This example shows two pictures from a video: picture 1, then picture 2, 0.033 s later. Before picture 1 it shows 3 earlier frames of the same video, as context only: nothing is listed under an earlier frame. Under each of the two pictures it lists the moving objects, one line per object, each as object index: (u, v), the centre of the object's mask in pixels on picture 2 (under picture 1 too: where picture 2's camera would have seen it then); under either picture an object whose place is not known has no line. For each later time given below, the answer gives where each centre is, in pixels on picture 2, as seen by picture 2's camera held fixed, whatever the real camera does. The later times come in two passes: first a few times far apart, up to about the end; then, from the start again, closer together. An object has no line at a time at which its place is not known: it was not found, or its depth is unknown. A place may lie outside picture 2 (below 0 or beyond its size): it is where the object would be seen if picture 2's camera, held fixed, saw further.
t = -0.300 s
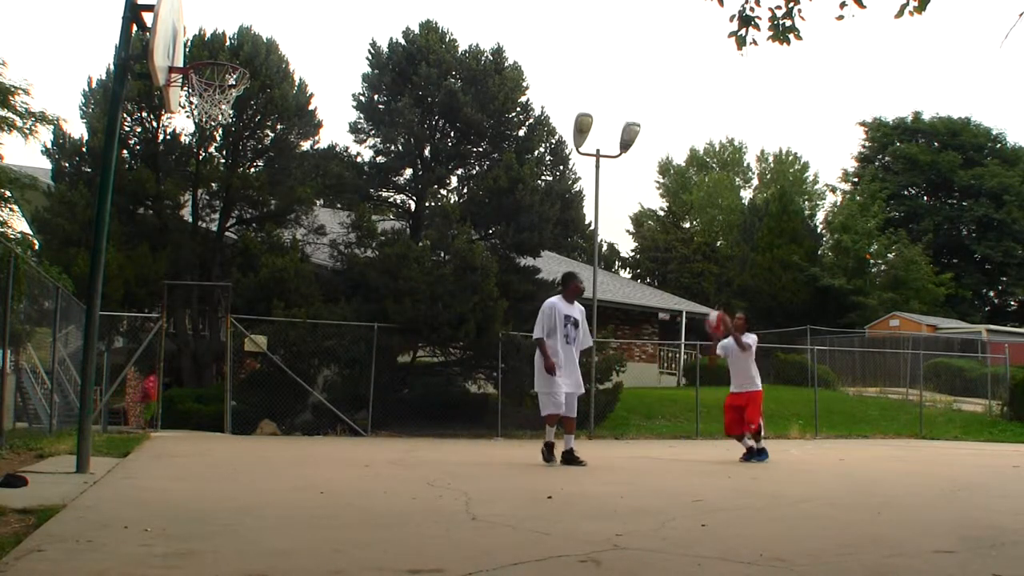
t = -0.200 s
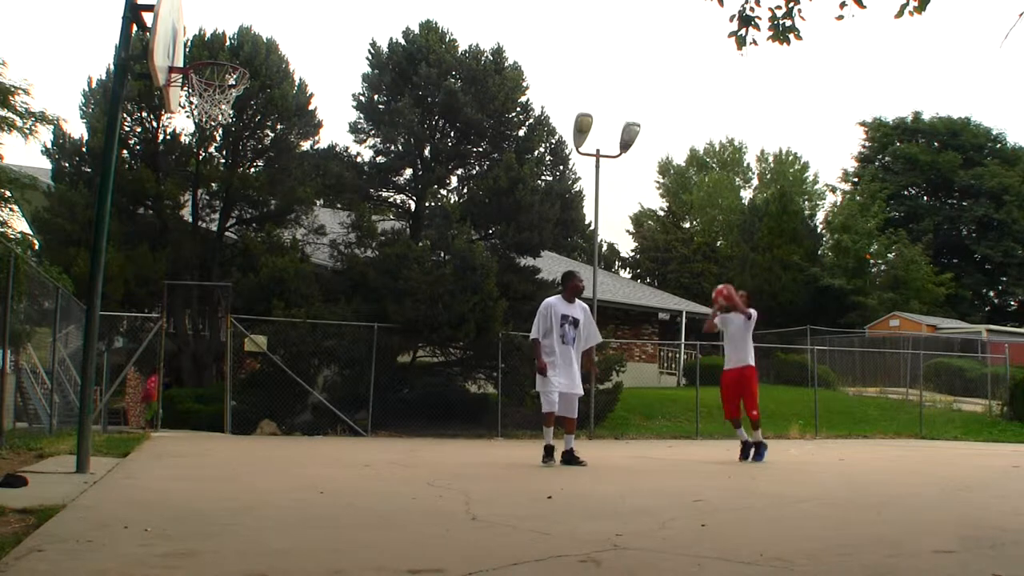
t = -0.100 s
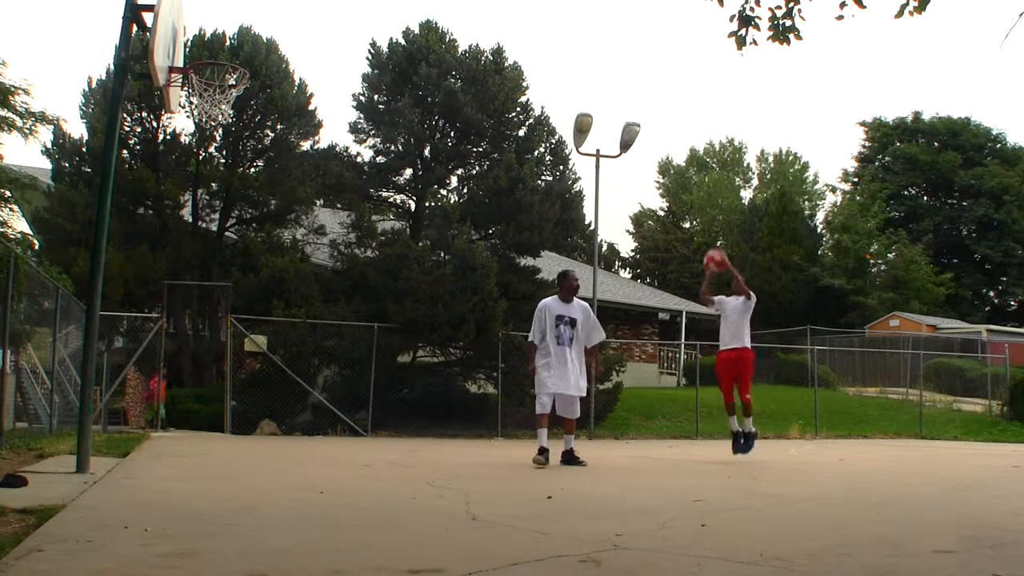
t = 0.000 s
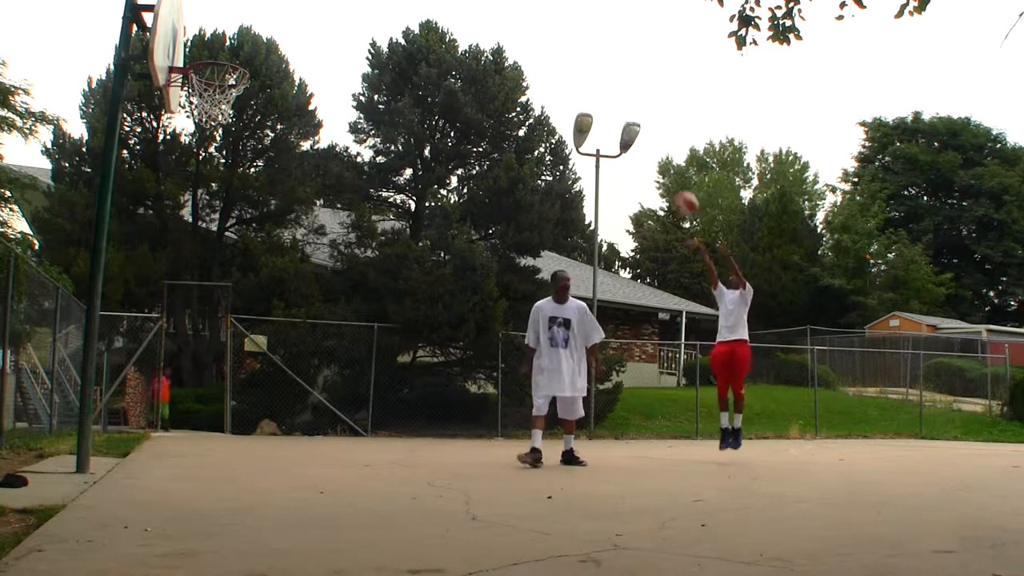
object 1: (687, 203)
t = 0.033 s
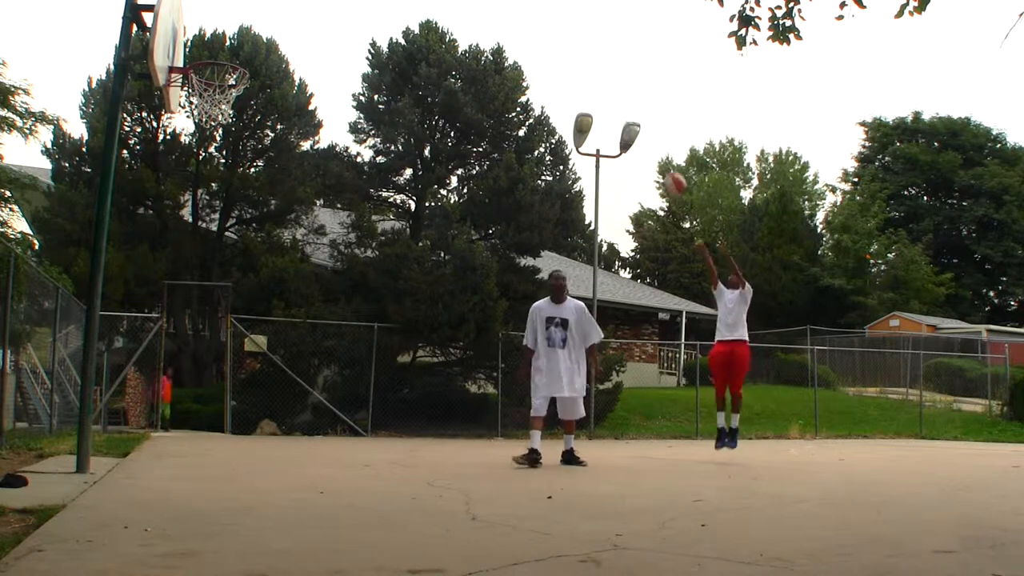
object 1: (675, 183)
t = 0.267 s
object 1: (586, 74)
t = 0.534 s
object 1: (475, 9)
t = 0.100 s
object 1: (649, 148)
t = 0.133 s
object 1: (637, 131)
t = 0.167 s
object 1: (625, 116)
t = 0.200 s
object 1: (612, 101)
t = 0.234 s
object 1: (599, 87)
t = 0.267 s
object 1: (586, 74)
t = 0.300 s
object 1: (573, 62)
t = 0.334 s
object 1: (559, 51)
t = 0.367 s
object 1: (546, 41)
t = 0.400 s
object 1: (532, 32)
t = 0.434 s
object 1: (518, 24)
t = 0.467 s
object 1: (504, 17)
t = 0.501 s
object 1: (490, 12)
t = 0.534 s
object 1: (475, 9)
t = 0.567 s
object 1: (460, 7)
